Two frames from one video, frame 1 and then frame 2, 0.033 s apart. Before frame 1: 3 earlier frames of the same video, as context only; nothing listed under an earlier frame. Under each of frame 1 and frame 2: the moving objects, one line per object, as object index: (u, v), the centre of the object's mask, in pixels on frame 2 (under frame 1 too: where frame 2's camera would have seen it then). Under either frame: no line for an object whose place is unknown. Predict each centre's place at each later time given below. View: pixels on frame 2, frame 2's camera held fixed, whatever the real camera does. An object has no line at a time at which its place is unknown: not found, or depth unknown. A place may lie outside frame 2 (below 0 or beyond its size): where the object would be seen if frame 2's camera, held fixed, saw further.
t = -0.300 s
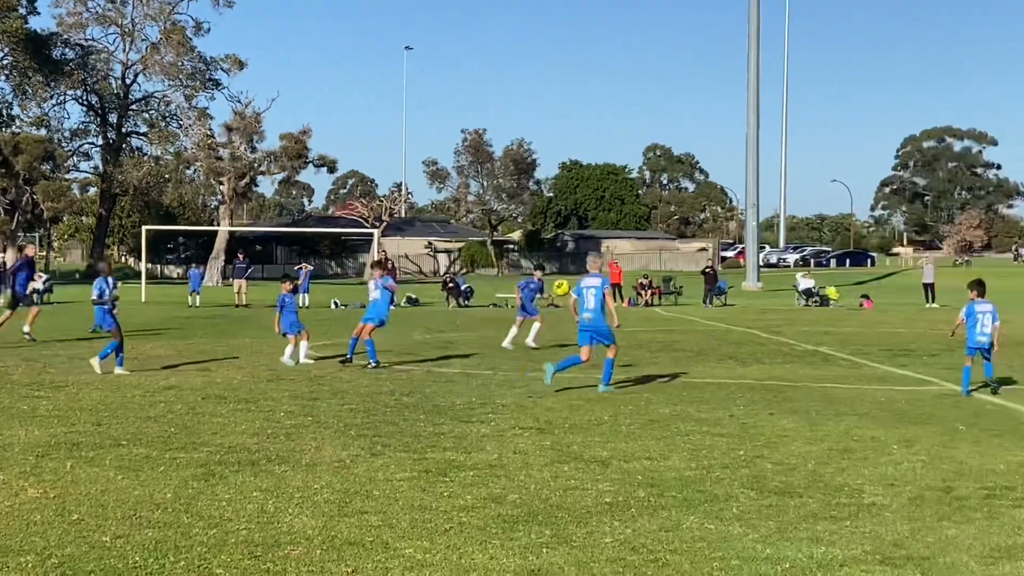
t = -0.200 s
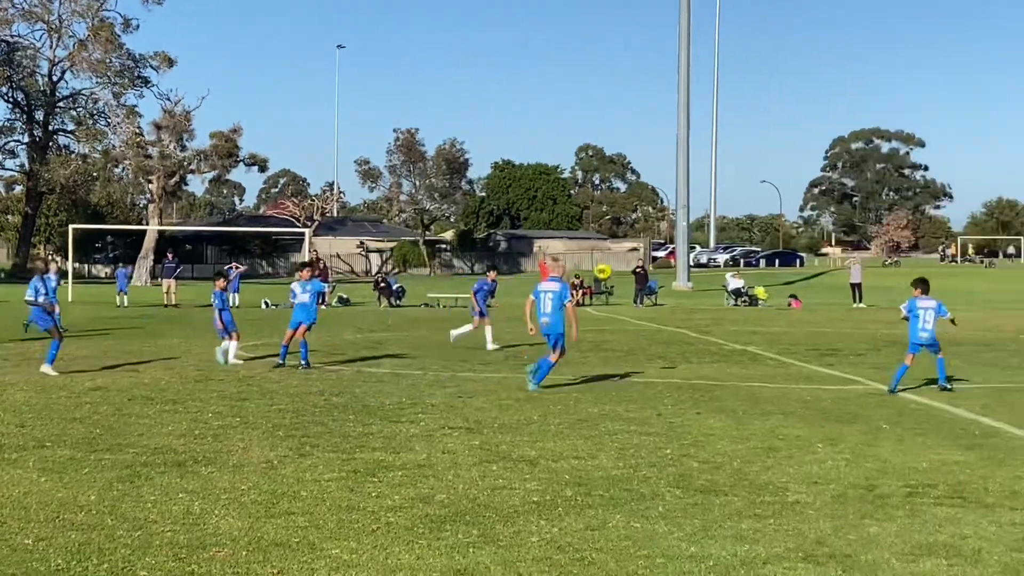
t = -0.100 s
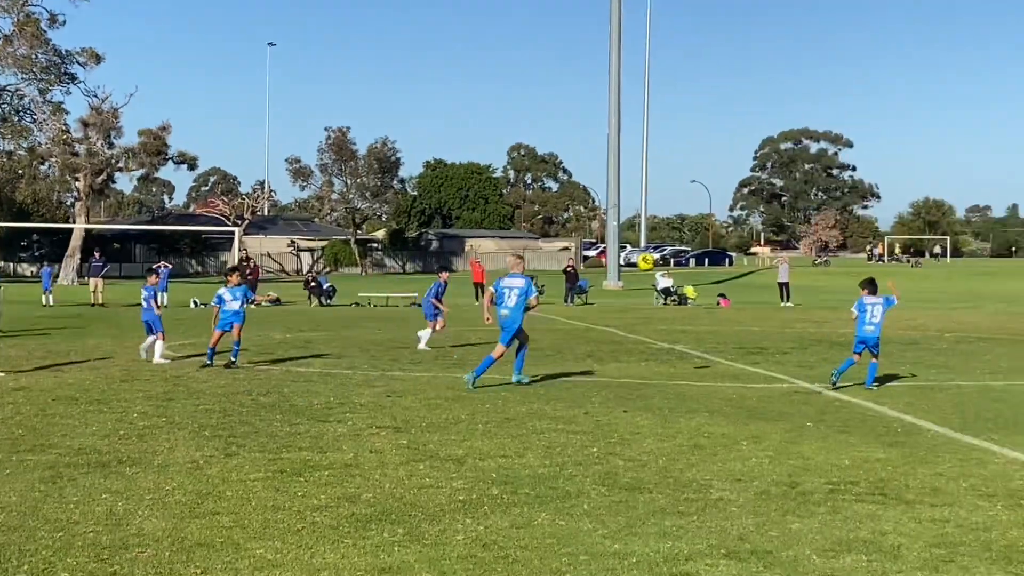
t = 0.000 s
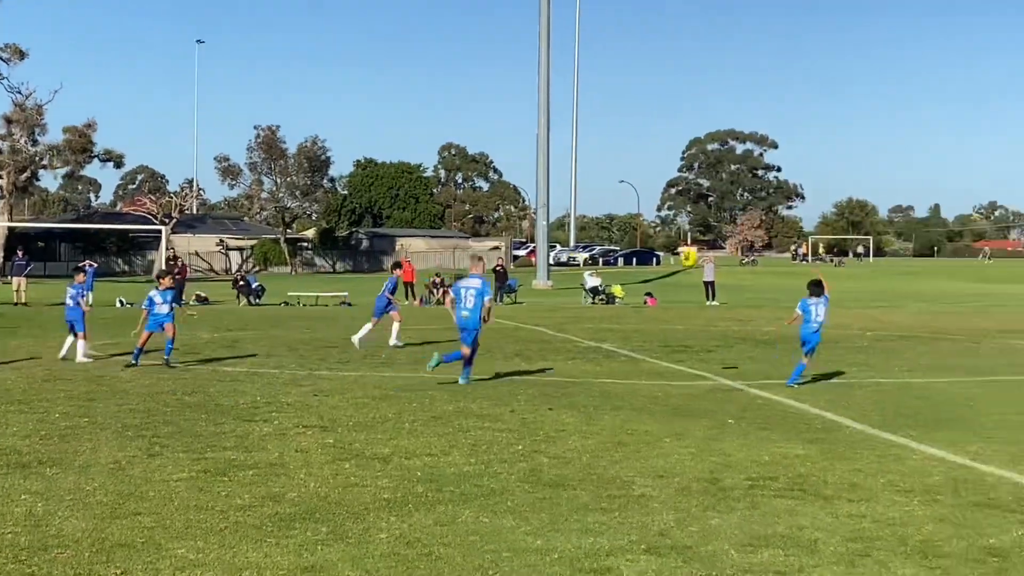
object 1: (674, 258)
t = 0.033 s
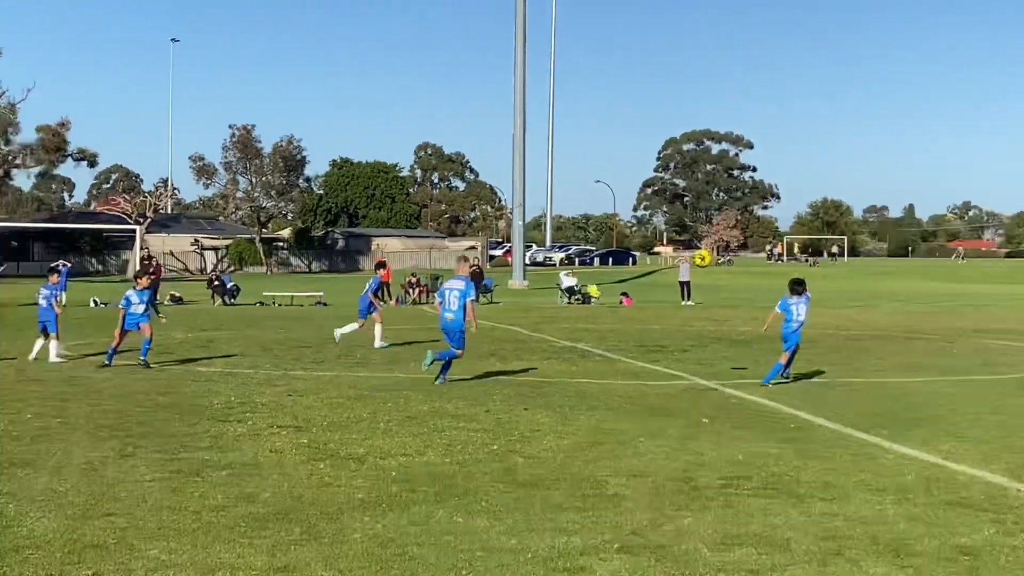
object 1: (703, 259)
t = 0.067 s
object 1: (732, 258)
